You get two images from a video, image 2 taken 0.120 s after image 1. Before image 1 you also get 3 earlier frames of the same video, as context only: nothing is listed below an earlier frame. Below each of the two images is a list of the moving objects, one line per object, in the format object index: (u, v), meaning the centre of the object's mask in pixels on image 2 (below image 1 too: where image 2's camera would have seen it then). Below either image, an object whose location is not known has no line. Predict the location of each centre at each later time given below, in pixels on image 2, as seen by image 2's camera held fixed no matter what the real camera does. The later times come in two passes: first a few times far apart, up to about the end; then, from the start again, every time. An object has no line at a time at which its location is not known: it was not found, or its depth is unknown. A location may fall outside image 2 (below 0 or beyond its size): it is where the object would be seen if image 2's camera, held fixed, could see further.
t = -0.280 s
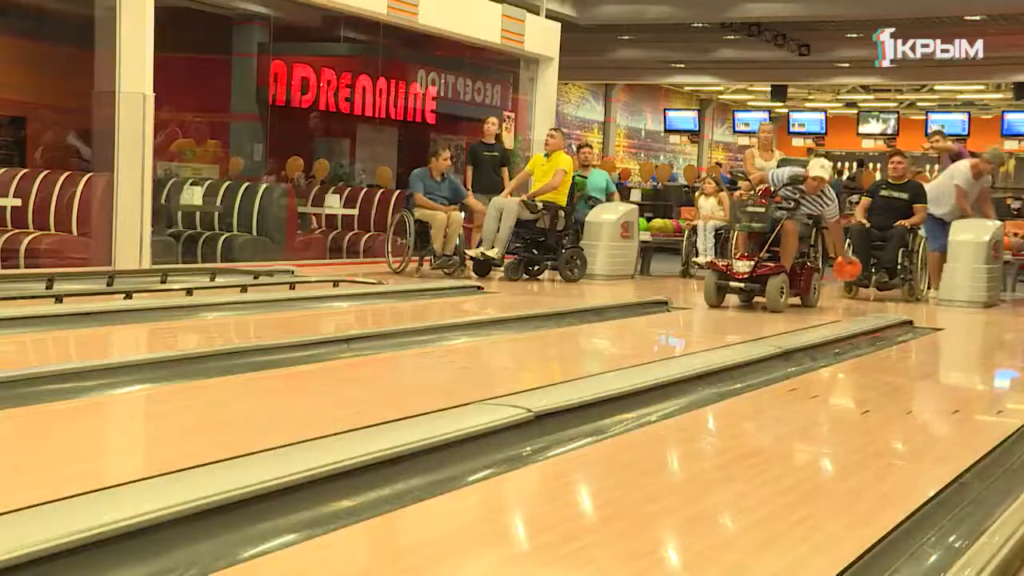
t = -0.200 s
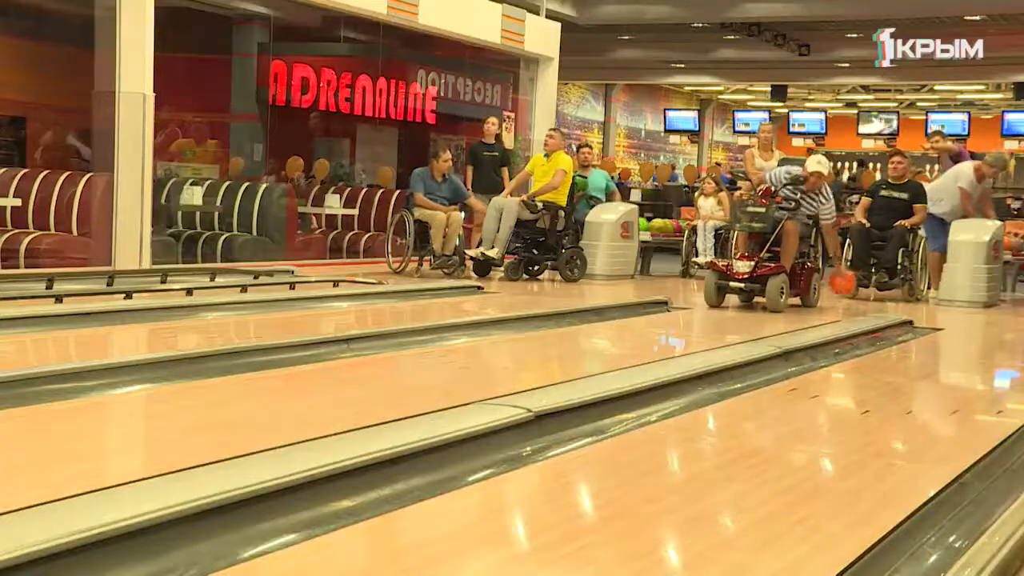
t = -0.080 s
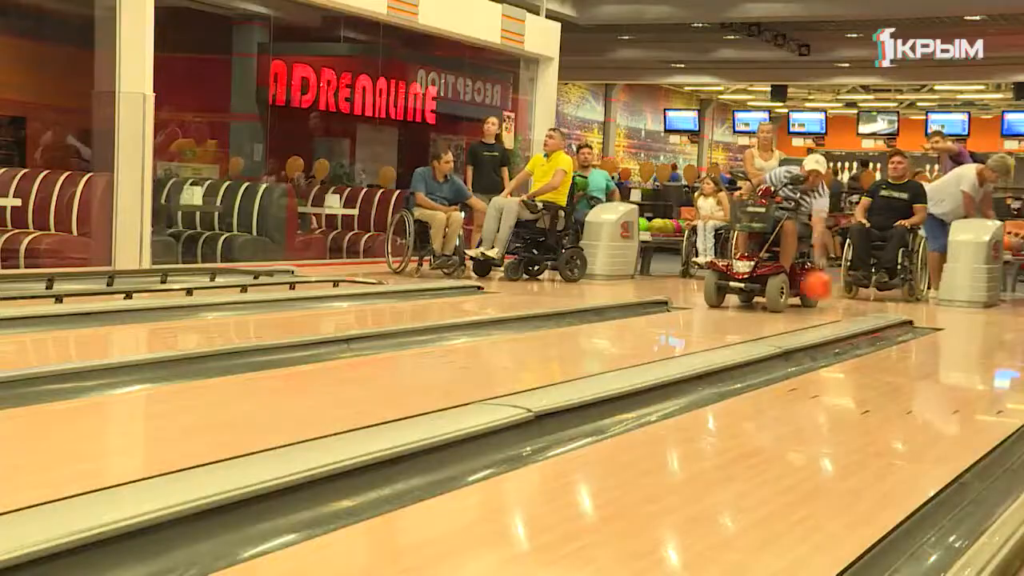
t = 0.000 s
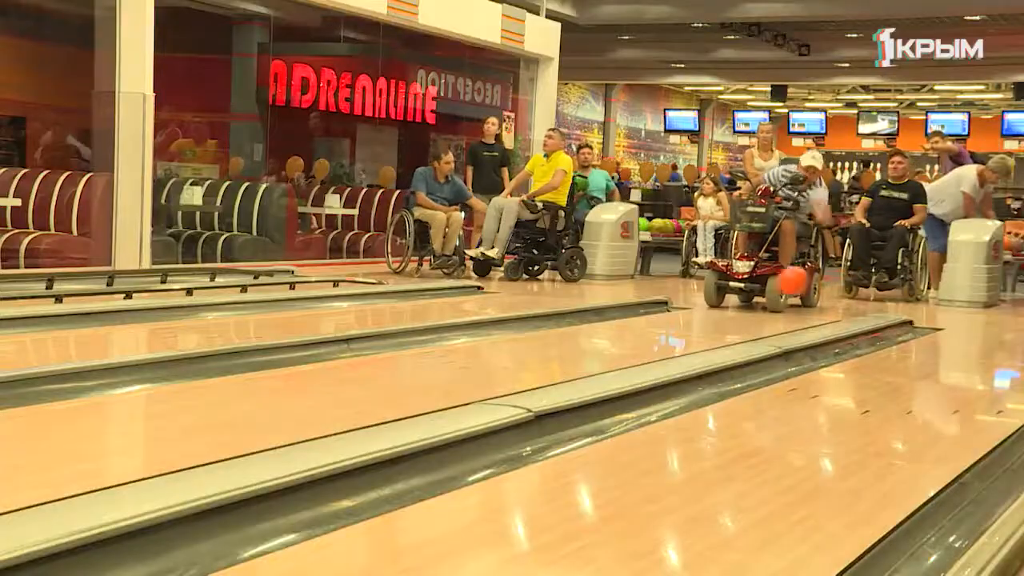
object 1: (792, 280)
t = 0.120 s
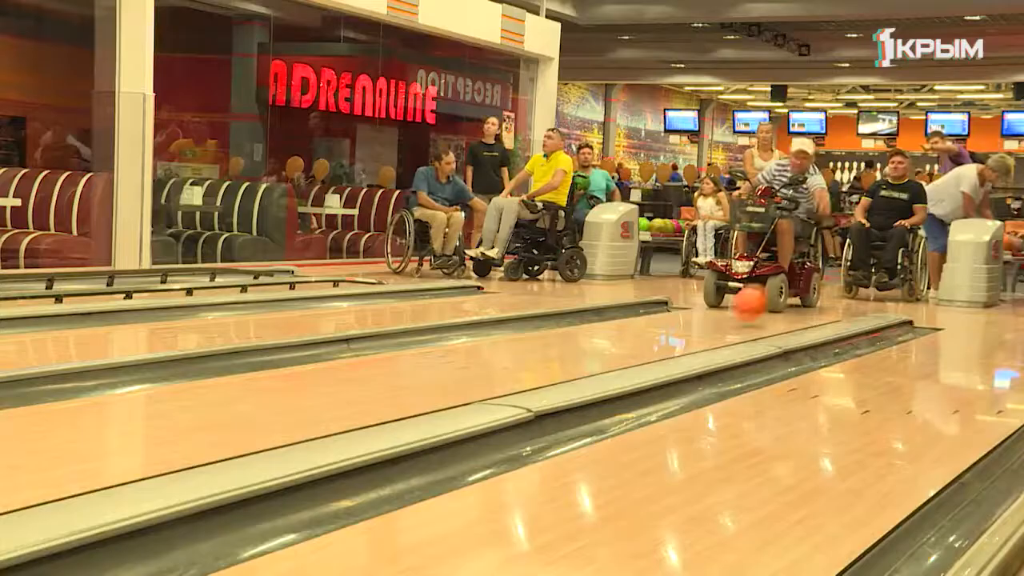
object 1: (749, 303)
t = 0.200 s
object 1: (718, 314)
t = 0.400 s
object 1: (626, 327)
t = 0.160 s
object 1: (735, 310)
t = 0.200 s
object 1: (718, 314)
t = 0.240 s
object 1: (702, 316)
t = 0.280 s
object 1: (683, 320)
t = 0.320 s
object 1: (667, 321)
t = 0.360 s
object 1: (648, 325)
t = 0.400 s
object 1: (626, 327)
